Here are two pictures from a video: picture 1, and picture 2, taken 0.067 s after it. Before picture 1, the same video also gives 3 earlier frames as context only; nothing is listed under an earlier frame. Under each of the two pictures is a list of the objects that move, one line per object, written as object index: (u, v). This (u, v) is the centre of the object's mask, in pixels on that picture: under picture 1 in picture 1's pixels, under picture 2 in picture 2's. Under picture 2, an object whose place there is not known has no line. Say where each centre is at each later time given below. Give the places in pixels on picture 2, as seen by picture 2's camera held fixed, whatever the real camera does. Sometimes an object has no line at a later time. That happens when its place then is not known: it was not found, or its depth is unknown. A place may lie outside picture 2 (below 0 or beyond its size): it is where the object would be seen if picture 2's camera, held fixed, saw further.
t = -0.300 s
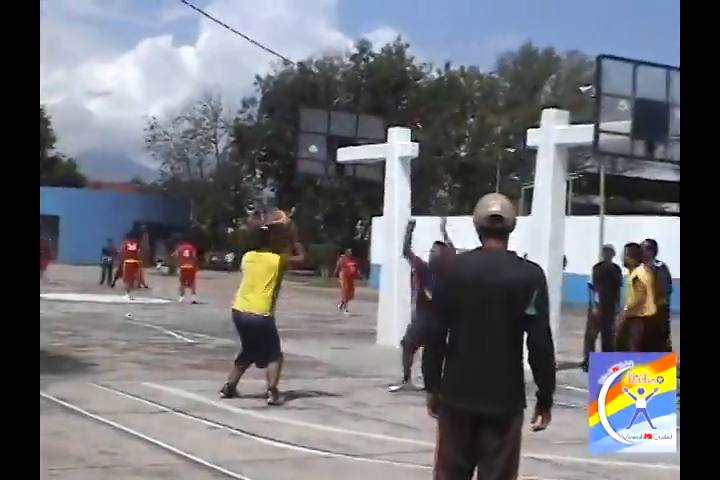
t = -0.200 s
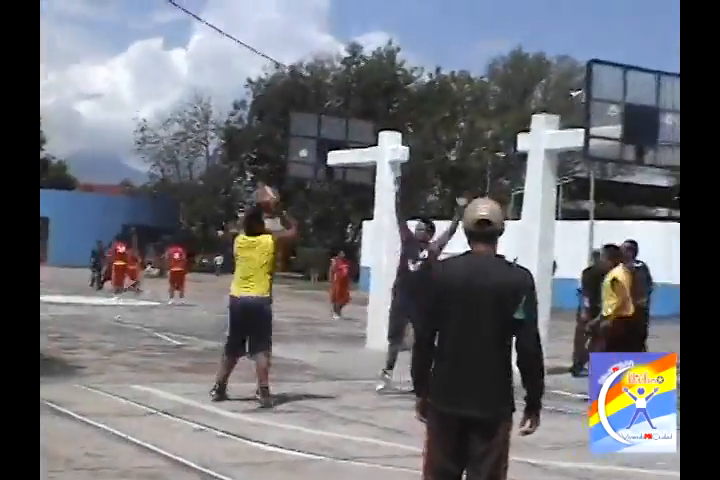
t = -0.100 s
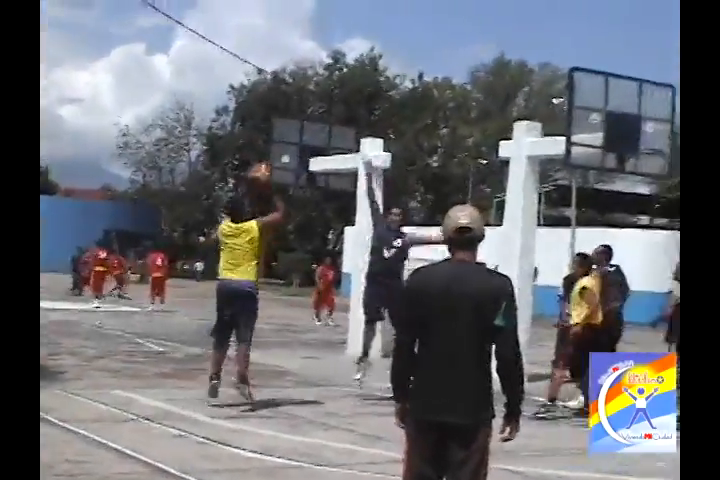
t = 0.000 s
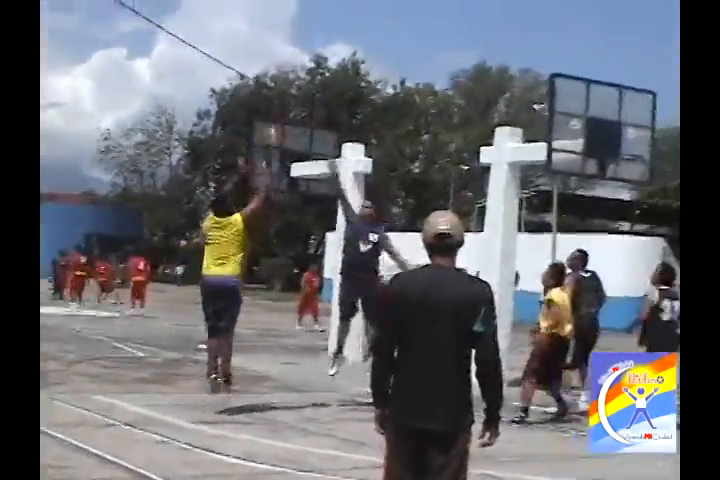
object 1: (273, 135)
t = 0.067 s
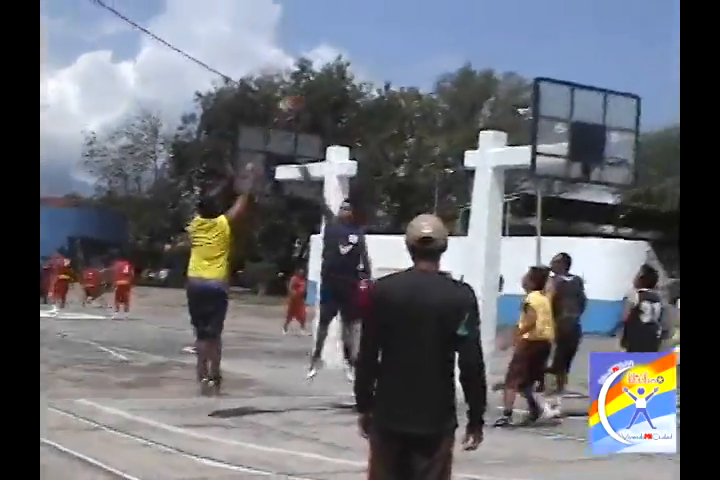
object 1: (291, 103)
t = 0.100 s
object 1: (303, 93)
